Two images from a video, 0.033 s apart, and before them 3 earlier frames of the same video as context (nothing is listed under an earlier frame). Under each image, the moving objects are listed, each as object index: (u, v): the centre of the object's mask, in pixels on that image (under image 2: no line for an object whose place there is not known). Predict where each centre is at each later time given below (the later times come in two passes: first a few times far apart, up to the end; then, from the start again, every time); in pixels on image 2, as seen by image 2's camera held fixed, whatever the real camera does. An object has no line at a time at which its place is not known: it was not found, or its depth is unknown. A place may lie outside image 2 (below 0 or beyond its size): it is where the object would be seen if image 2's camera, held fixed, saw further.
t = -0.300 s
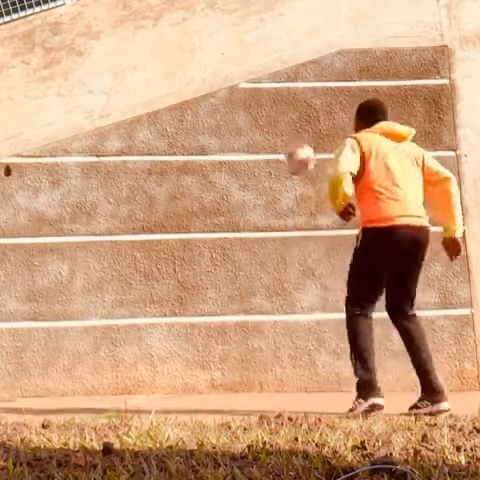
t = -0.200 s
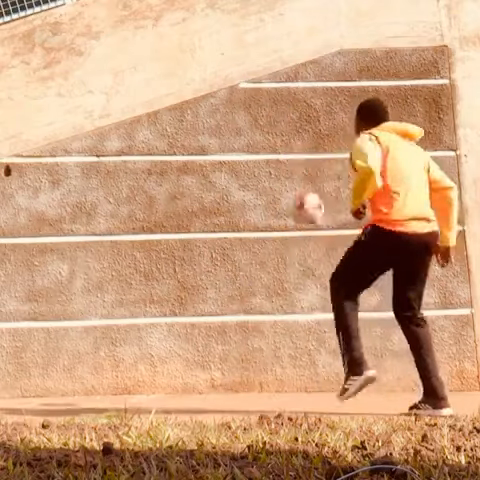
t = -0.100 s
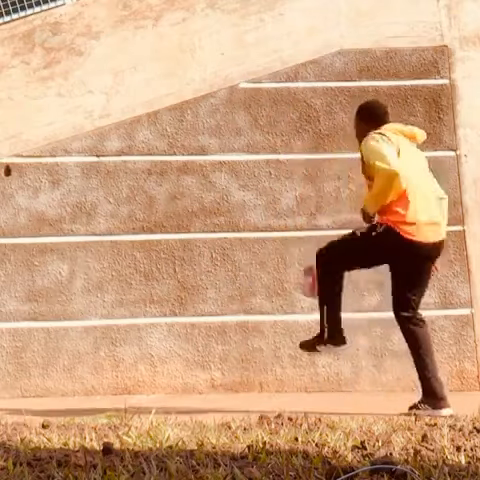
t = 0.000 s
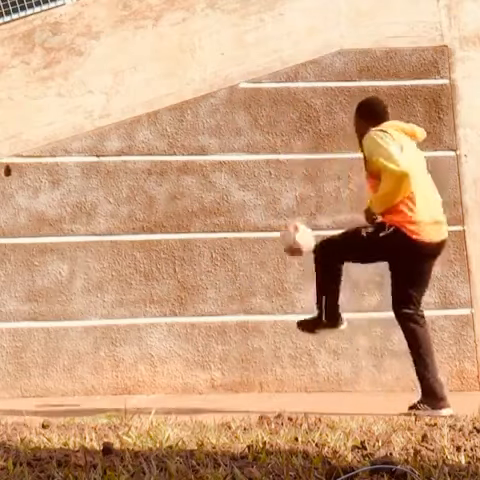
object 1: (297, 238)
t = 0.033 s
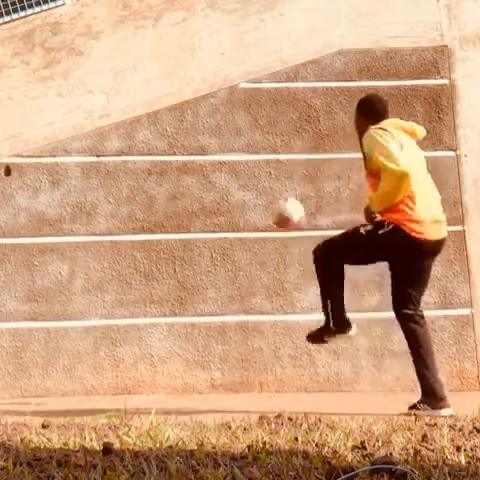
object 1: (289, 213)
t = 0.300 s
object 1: (235, 101)
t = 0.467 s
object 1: (211, 89)
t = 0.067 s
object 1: (280, 191)
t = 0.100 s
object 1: (272, 172)
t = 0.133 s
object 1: (265, 155)
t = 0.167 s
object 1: (258, 140)
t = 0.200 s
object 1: (251, 127)
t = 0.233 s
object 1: (246, 116)
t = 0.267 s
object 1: (241, 108)
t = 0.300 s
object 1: (235, 101)
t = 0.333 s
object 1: (231, 97)
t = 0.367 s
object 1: (225, 91)
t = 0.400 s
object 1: (221, 89)
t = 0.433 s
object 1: (216, 87)
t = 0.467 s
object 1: (211, 89)
